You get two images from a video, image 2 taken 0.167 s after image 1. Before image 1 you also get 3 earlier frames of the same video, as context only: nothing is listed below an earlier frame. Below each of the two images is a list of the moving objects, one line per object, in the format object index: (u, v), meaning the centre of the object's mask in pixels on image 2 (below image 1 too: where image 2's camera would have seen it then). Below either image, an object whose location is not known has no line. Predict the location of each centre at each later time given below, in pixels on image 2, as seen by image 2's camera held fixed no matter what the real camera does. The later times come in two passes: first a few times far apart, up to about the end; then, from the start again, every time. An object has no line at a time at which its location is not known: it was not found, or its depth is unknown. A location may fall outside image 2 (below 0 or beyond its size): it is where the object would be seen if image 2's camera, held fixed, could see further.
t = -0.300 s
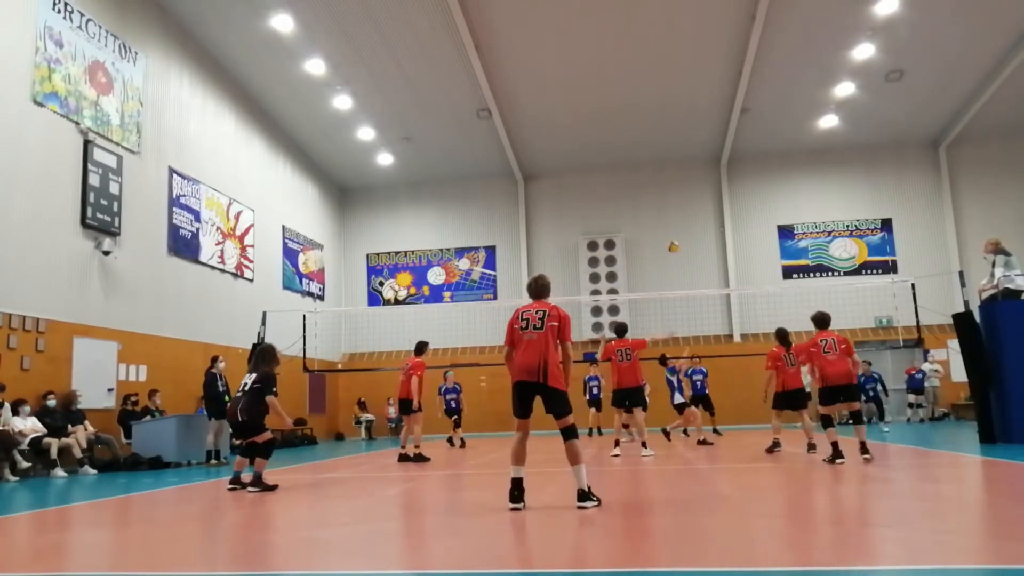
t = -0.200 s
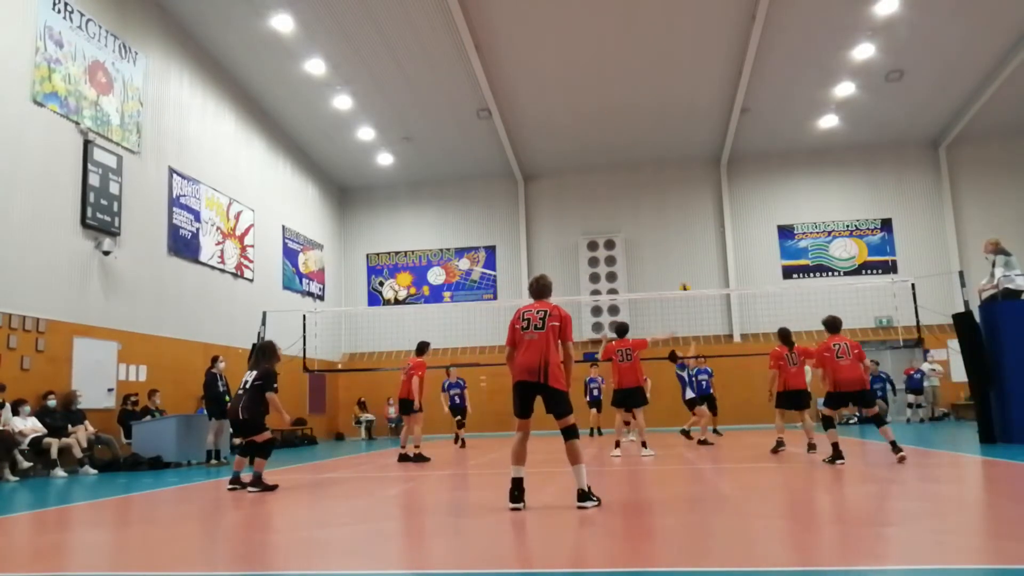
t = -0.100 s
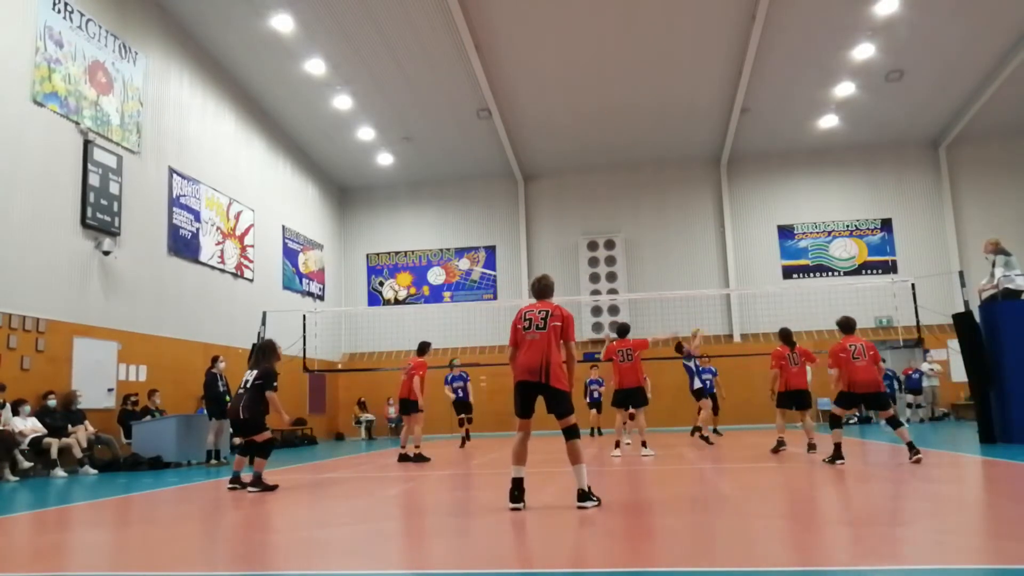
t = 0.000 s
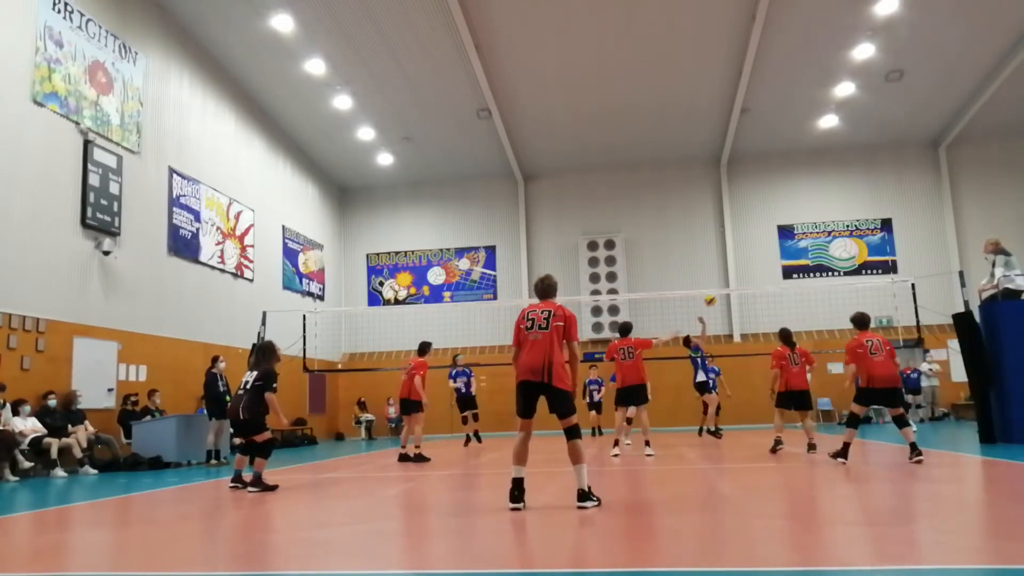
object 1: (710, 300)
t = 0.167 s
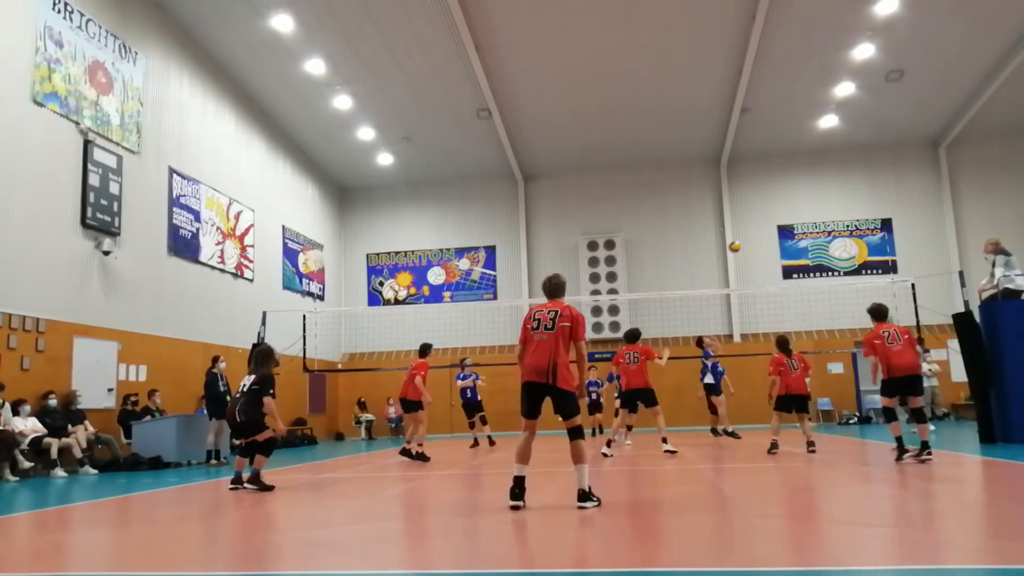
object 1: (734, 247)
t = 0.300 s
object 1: (754, 217)
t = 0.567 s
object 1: (794, 186)
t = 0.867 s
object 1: (845, 198)
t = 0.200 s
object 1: (739, 238)
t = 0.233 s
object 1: (744, 231)
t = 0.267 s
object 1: (749, 224)
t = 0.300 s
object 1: (754, 217)
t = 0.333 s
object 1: (759, 211)
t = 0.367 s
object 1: (764, 206)
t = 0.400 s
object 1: (769, 201)
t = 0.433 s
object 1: (774, 197)
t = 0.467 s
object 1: (778, 193)
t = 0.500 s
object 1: (784, 190)
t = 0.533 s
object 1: (790, 188)
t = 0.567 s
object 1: (794, 186)
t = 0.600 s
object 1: (800, 185)
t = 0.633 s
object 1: (806, 185)
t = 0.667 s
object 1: (811, 185)
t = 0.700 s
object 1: (816, 185)
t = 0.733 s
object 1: (822, 187)
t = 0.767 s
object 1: (828, 188)
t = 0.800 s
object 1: (833, 191)
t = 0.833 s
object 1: (839, 194)
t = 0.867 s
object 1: (845, 198)
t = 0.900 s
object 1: (851, 203)
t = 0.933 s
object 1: (857, 207)
